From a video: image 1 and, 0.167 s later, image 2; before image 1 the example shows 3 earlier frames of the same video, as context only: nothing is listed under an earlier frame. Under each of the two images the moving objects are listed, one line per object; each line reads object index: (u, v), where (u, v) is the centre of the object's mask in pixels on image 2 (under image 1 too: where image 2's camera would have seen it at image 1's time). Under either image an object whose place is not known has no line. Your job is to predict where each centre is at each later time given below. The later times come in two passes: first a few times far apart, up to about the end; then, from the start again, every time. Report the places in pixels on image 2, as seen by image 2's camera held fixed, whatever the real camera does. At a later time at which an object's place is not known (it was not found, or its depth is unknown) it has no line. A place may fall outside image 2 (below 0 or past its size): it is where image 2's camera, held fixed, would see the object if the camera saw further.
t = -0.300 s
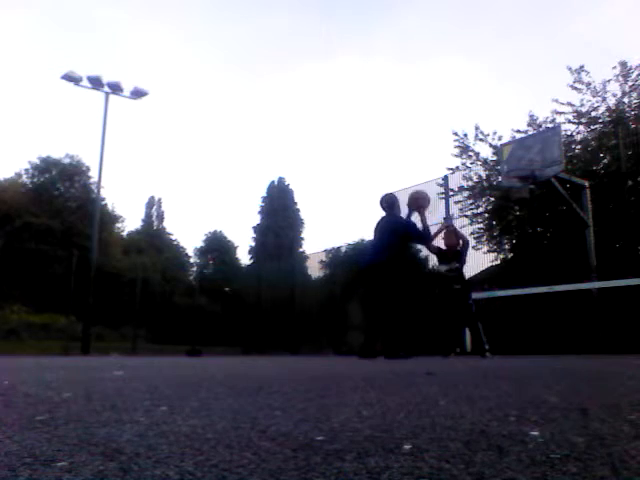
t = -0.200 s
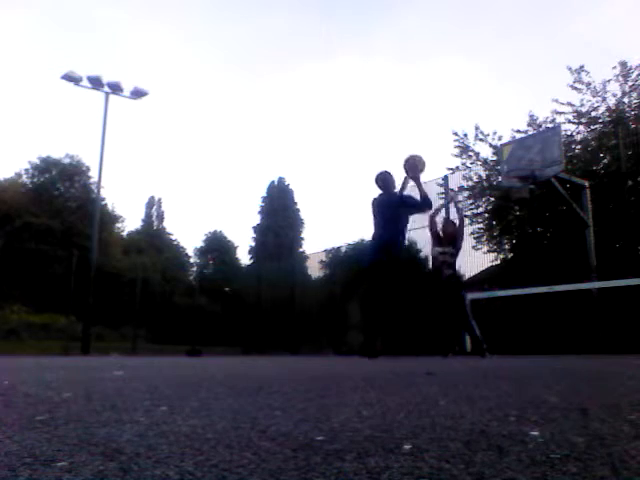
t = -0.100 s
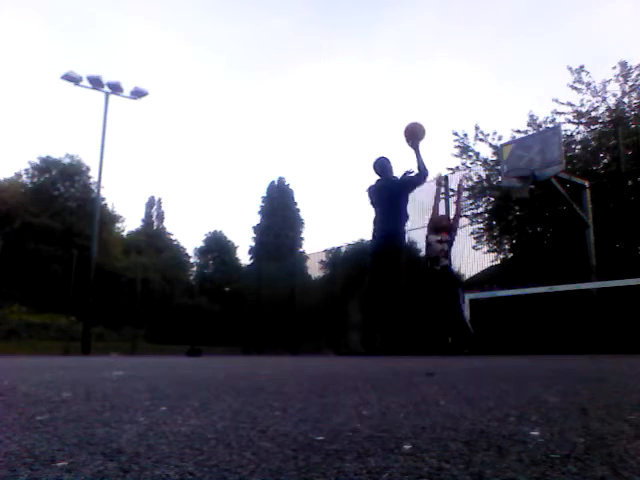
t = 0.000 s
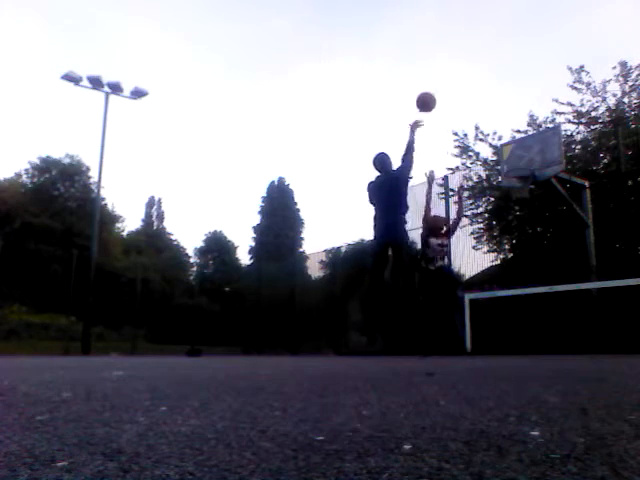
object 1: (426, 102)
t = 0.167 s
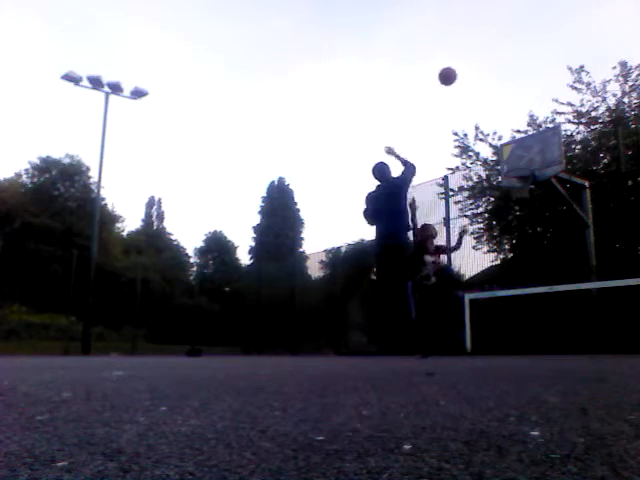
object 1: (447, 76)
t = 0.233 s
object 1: (455, 73)
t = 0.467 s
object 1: (479, 82)
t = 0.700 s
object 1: (500, 120)
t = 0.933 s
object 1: (512, 151)
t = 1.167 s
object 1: (506, 113)
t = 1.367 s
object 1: (500, 105)
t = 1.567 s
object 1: (495, 121)
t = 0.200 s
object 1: (451, 74)
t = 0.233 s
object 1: (455, 73)
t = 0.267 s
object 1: (458, 72)
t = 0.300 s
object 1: (462, 72)
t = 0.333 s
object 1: (466, 73)
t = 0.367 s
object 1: (469, 74)
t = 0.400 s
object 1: (472, 76)
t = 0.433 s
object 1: (476, 79)
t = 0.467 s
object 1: (479, 82)
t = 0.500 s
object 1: (482, 86)
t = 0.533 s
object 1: (485, 91)
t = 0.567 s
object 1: (488, 95)
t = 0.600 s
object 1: (491, 101)
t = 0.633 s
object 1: (494, 107)
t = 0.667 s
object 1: (497, 113)
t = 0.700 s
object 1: (500, 120)
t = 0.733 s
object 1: (503, 128)
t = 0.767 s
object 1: (506, 135)
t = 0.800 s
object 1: (508, 143)
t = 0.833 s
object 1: (511, 152)
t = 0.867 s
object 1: (514, 159)
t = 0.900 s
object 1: (514, 159)
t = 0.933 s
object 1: (512, 151)
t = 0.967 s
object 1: (509, 144)
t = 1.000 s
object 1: (511, 137)
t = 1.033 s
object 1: (510, 132)
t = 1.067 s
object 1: (509, 126)
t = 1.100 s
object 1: (508, 121)
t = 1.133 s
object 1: (507, 117)
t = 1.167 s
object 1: (506, 113)
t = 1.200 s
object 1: (505, 110)
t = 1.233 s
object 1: (504, 108)
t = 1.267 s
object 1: (503, 106)
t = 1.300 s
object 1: (502, 105)
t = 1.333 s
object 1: (501, 104)
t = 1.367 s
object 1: (500, 105)
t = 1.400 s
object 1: (499, 105)
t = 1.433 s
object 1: (498, 107)
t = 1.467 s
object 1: (497, 109)
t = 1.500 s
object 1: (496, 113)
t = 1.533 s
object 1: (496, 117)
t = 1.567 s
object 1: (495, 121)
